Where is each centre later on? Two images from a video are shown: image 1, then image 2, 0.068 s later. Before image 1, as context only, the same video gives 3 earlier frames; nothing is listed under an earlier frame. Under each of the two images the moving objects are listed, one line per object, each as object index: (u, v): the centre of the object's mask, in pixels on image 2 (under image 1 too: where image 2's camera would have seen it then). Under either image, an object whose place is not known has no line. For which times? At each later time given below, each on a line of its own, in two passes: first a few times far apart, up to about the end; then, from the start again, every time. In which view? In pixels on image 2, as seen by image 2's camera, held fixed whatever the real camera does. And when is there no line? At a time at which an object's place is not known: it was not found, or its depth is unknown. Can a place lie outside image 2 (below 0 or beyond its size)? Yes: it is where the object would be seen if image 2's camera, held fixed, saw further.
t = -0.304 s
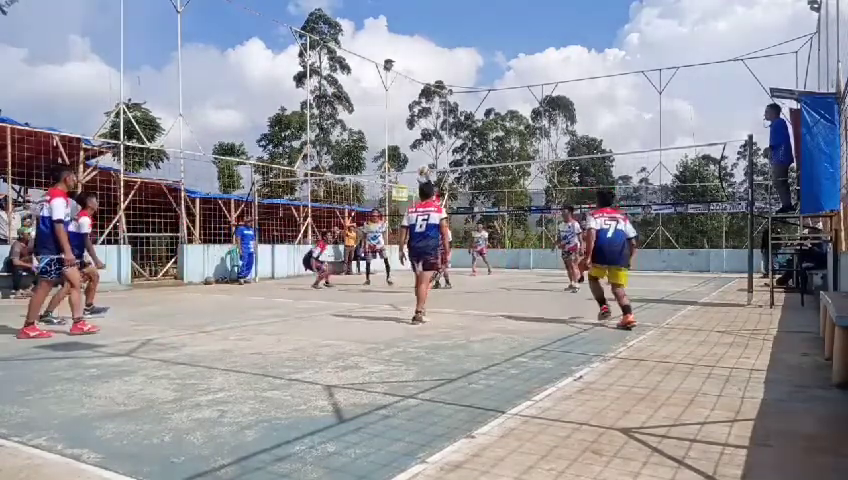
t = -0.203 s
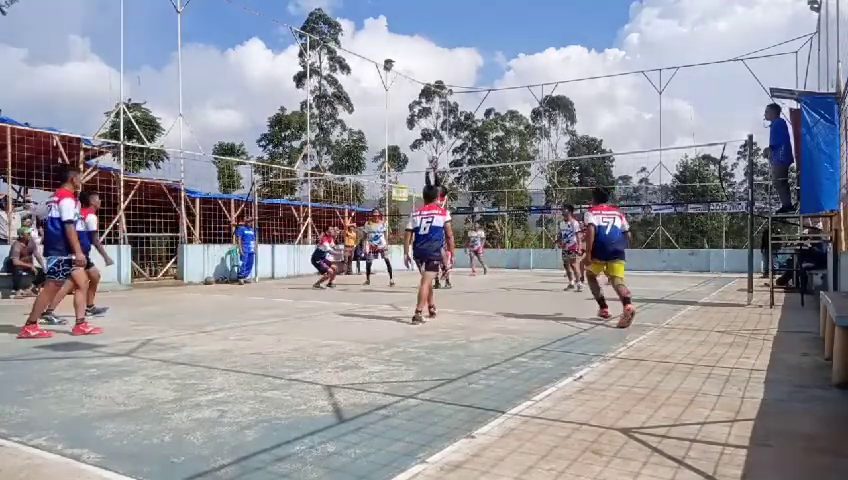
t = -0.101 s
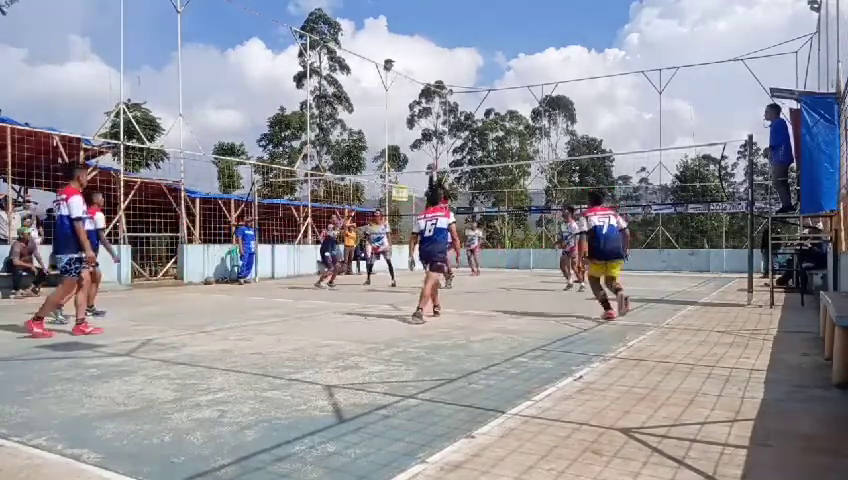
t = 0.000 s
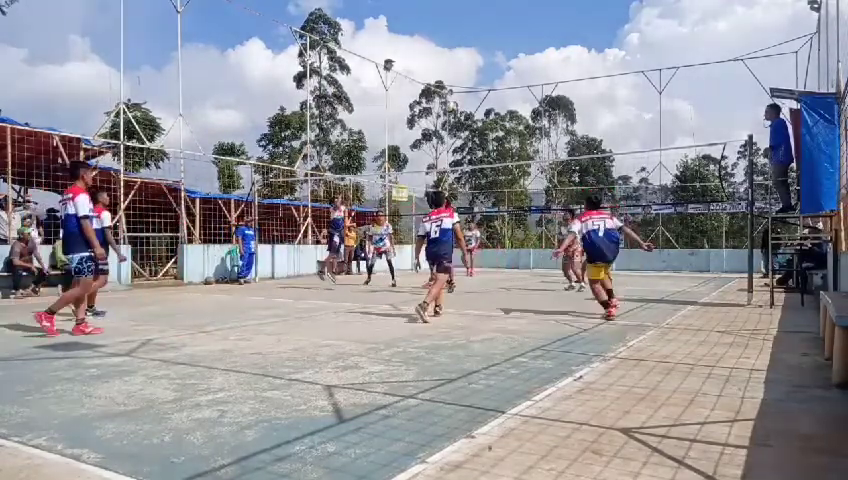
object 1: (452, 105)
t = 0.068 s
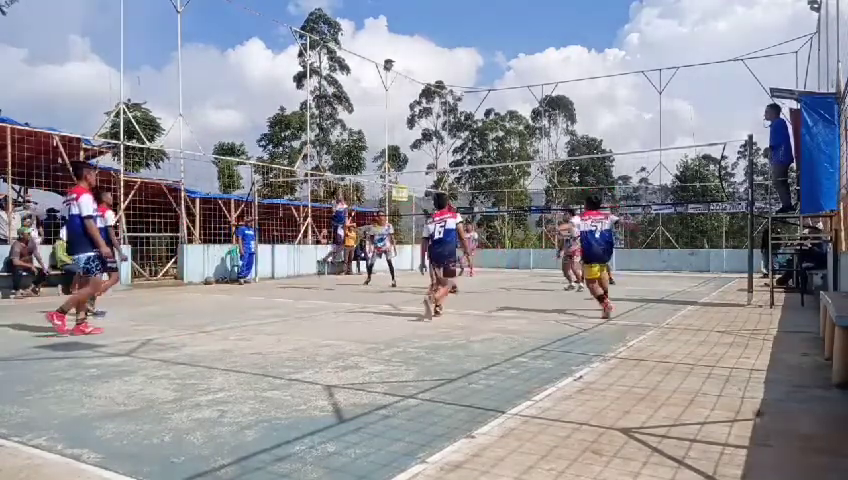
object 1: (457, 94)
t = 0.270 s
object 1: (474, 72)
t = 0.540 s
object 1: (503, 82)
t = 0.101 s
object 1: (458, 90)
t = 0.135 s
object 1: (463, 85)
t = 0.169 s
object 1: (466, 81)
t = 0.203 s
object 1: (469, 78)
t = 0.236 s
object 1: (473, 76)
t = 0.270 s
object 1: (474, 72)
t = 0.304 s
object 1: (479, 71)
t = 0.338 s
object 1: (483, 71)
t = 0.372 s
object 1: (486, 71)
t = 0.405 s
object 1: (490, 72)
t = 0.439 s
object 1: (493, 73)
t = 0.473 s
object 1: (497, 76)
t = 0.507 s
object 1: (501, 77)
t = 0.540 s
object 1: (503, 82)
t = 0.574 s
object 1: (506, 86)
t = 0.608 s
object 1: (510, 92)
